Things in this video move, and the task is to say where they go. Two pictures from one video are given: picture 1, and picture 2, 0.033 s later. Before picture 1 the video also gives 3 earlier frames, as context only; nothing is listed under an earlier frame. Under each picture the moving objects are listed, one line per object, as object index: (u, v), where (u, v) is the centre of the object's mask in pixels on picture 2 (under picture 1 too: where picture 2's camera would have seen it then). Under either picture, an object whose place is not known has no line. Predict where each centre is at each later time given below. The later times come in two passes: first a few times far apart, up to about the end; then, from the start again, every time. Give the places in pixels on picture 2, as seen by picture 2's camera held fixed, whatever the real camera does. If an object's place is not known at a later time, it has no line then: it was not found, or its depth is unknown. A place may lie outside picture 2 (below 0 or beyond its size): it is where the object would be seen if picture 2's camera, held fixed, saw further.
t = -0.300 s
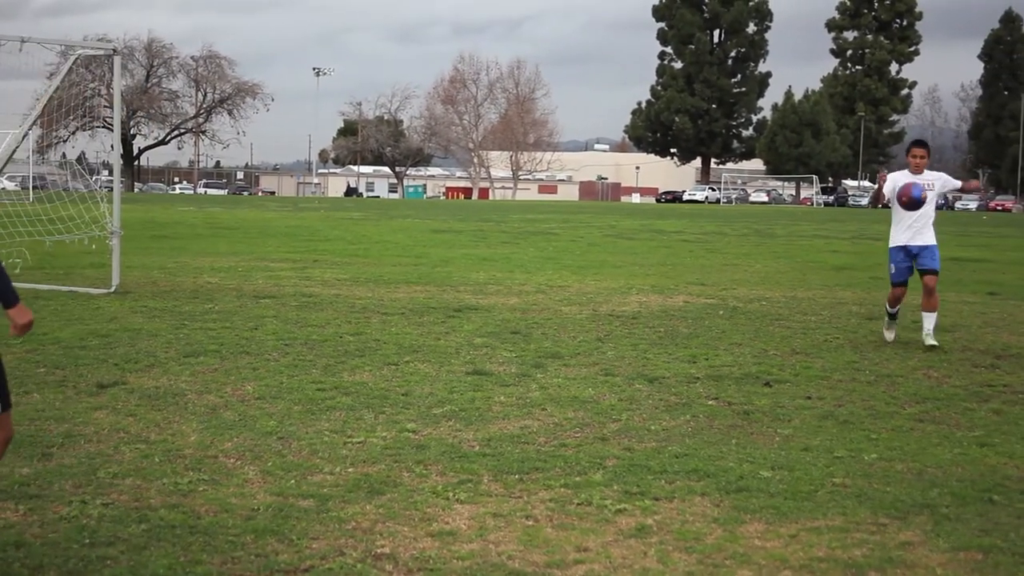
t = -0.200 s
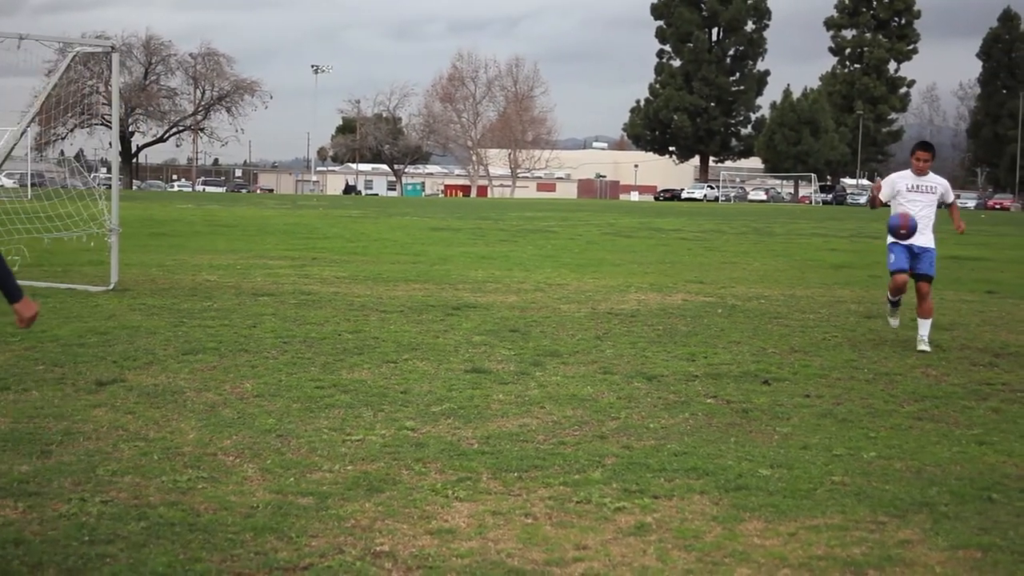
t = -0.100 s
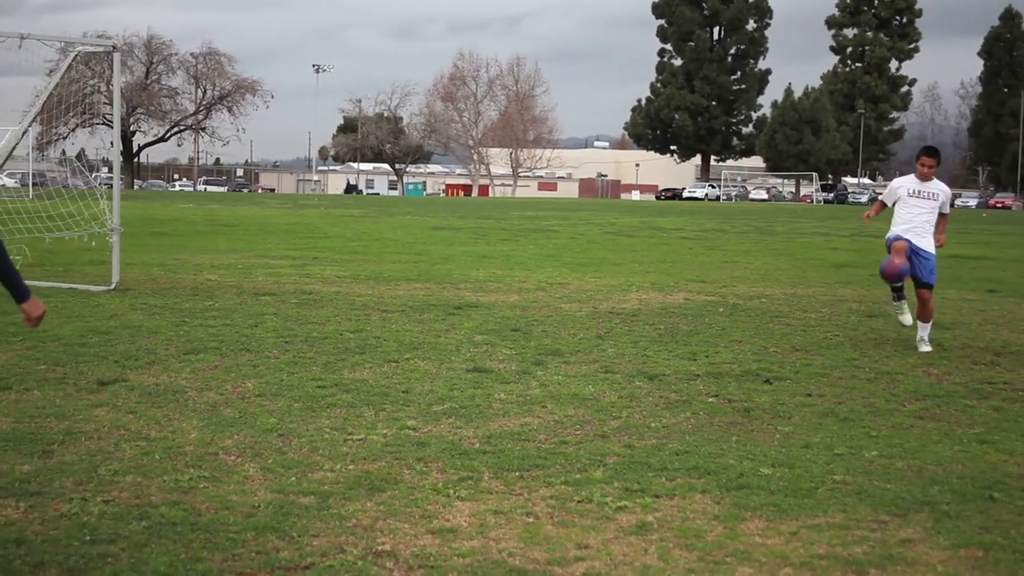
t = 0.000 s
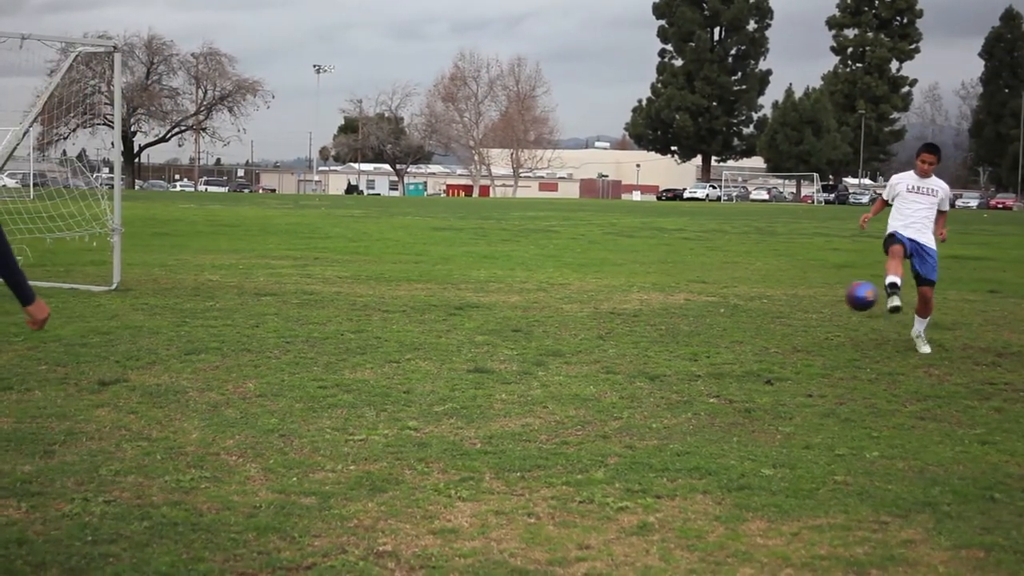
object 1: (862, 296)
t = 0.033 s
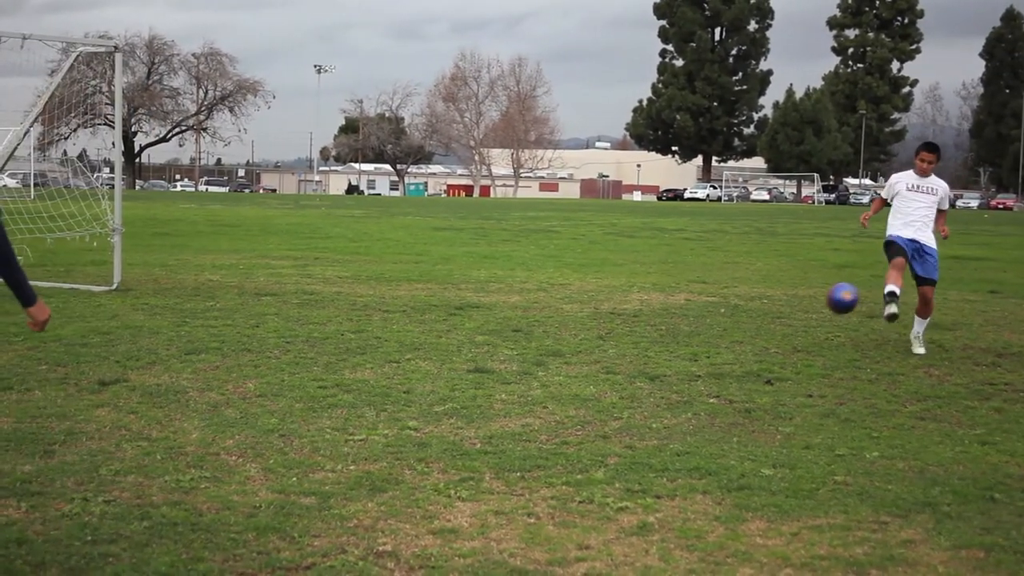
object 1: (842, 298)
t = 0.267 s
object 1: (685, 364)
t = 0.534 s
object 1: (494, 360)
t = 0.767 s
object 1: (273, 437)
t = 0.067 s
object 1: (822, 301)
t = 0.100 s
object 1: (802, 307)
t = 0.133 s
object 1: (781, 314)
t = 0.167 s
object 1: (758, 324)
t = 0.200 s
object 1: (735, 335)
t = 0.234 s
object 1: (711, 348)
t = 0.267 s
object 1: (685, 364)
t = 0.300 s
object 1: (659, 382)
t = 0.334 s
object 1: (637, 378)
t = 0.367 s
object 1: (615, 371)
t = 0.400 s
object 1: (593, 366)
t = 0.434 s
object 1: (570, 362)
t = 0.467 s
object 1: (546, 359)
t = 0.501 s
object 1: (521, 359)
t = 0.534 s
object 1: (494, 360)
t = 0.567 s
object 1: (466, 365)
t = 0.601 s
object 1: (436, 371)
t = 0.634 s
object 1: (406, 381)
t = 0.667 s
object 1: (375, 393)
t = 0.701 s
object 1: (341, 408)
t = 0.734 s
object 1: (306, 427)
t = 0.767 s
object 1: (273, 437)
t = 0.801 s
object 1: (241, 431)
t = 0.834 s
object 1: (210, 429)
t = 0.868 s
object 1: (179, 429)
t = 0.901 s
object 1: (145, 431)
